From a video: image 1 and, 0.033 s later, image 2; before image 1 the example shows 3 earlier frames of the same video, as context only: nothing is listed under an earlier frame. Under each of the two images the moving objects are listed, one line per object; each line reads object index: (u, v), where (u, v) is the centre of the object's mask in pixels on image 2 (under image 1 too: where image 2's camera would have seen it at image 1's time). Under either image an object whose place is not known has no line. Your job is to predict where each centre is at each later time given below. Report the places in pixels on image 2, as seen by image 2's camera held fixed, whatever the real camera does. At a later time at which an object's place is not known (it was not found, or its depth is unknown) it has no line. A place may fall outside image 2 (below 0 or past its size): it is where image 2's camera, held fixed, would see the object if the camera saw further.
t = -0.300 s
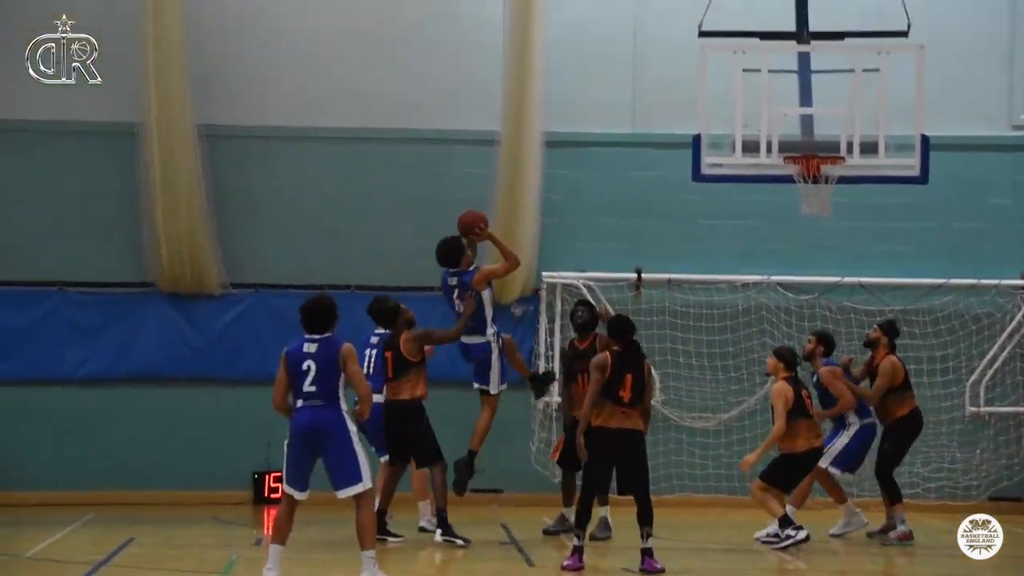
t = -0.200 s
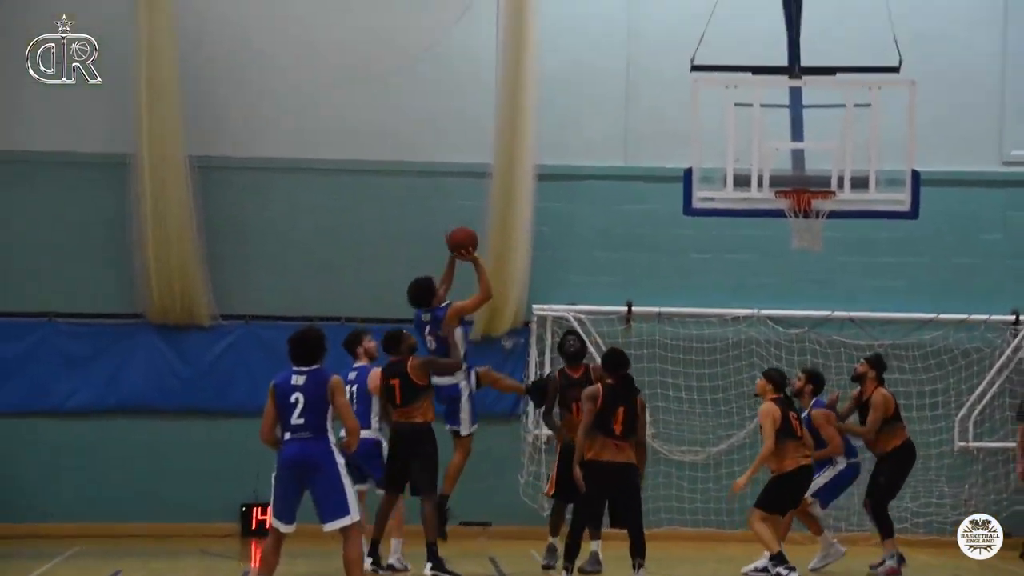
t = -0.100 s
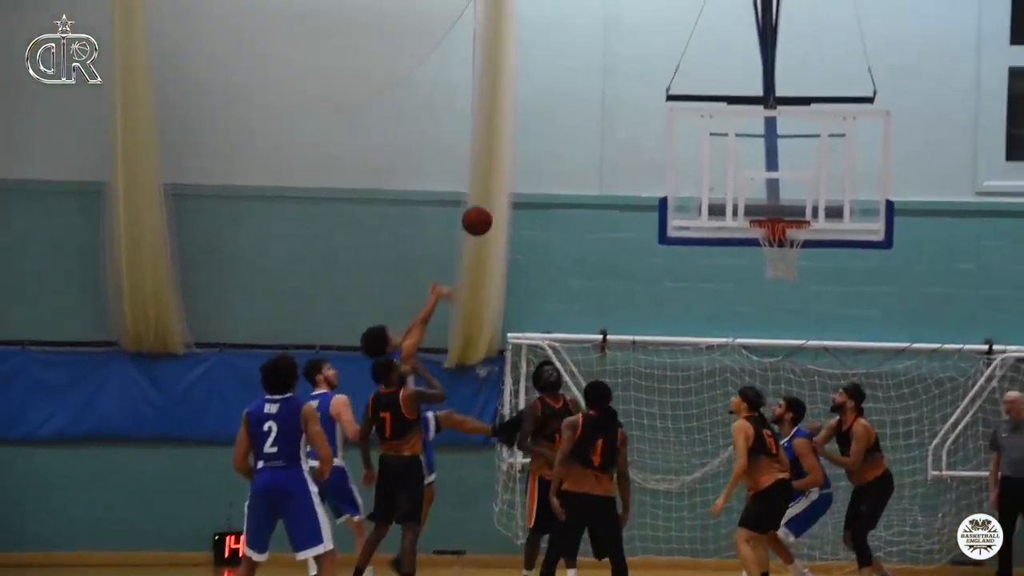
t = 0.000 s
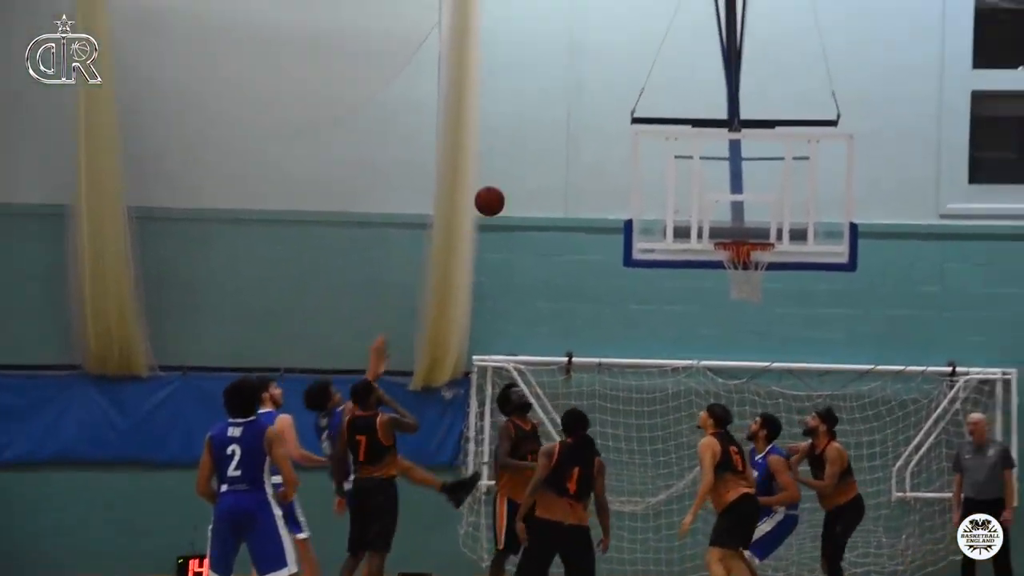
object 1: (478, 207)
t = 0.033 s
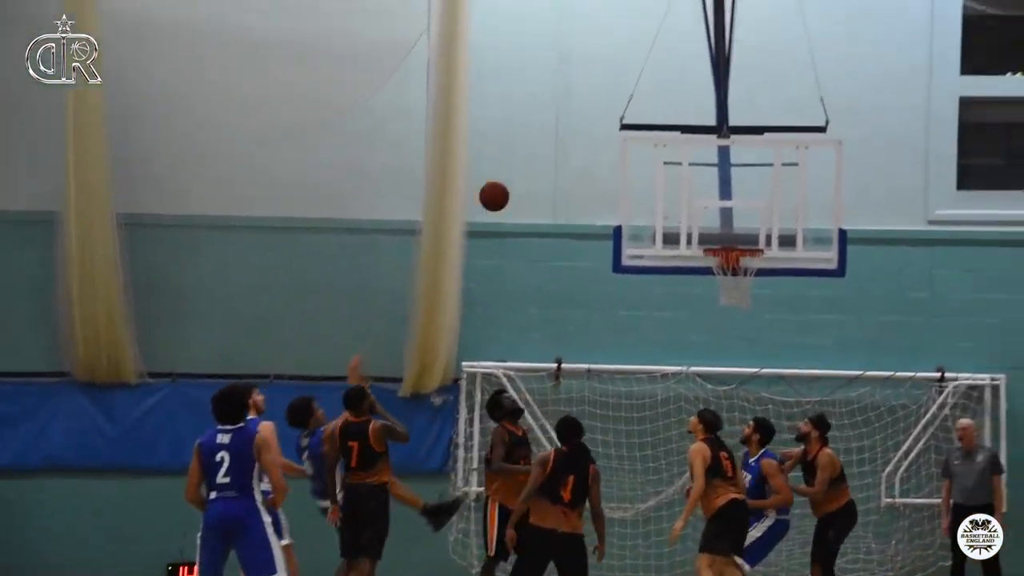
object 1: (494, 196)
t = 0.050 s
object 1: (501, 191)
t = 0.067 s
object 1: (509, 187)
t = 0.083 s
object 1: (517, 183)
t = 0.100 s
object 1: (524, 179)
